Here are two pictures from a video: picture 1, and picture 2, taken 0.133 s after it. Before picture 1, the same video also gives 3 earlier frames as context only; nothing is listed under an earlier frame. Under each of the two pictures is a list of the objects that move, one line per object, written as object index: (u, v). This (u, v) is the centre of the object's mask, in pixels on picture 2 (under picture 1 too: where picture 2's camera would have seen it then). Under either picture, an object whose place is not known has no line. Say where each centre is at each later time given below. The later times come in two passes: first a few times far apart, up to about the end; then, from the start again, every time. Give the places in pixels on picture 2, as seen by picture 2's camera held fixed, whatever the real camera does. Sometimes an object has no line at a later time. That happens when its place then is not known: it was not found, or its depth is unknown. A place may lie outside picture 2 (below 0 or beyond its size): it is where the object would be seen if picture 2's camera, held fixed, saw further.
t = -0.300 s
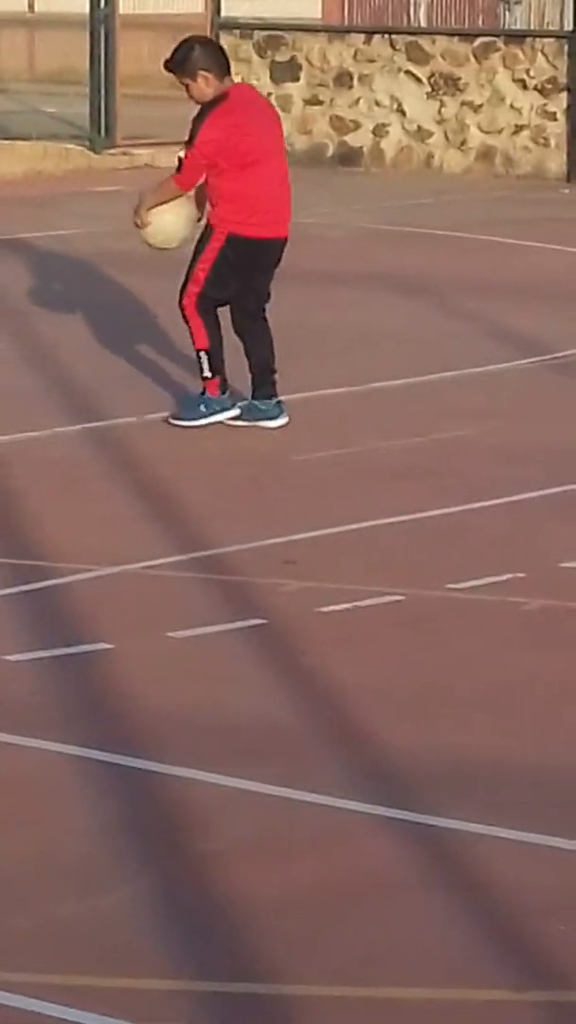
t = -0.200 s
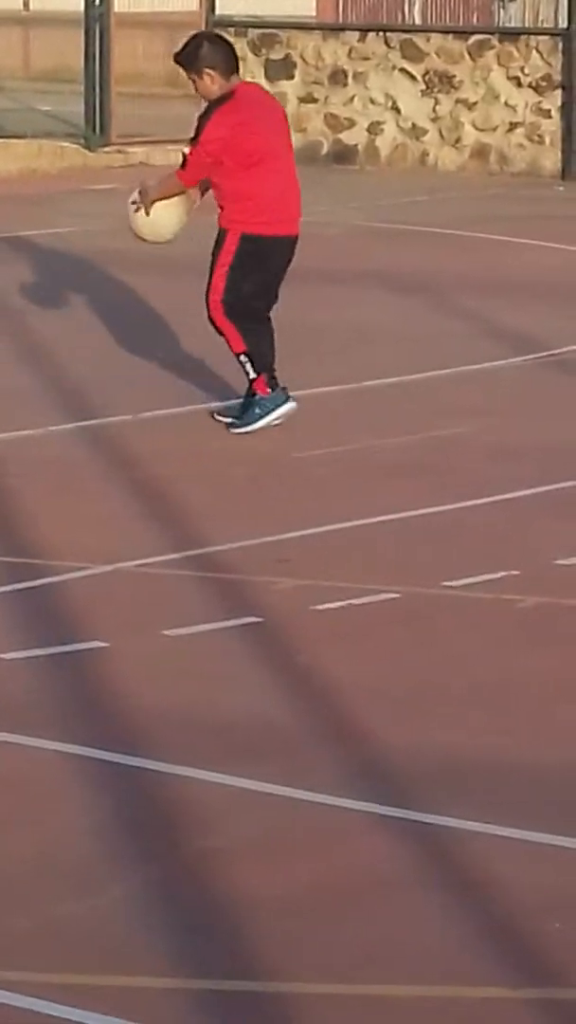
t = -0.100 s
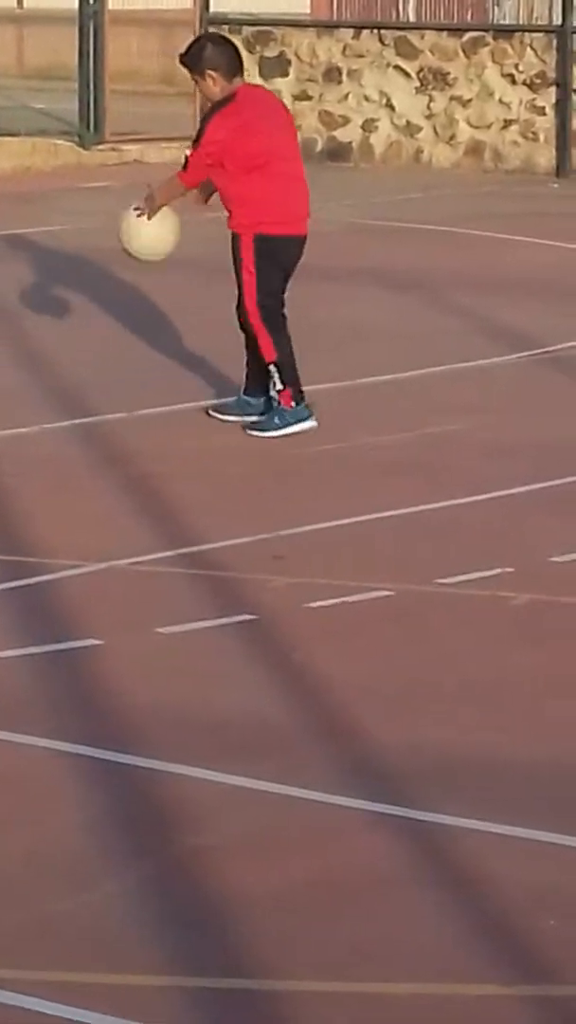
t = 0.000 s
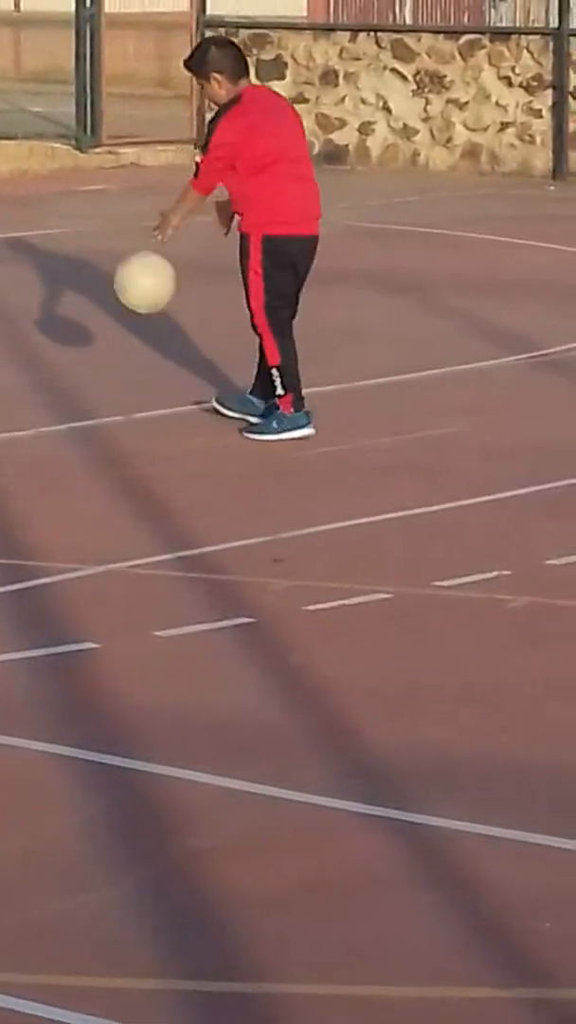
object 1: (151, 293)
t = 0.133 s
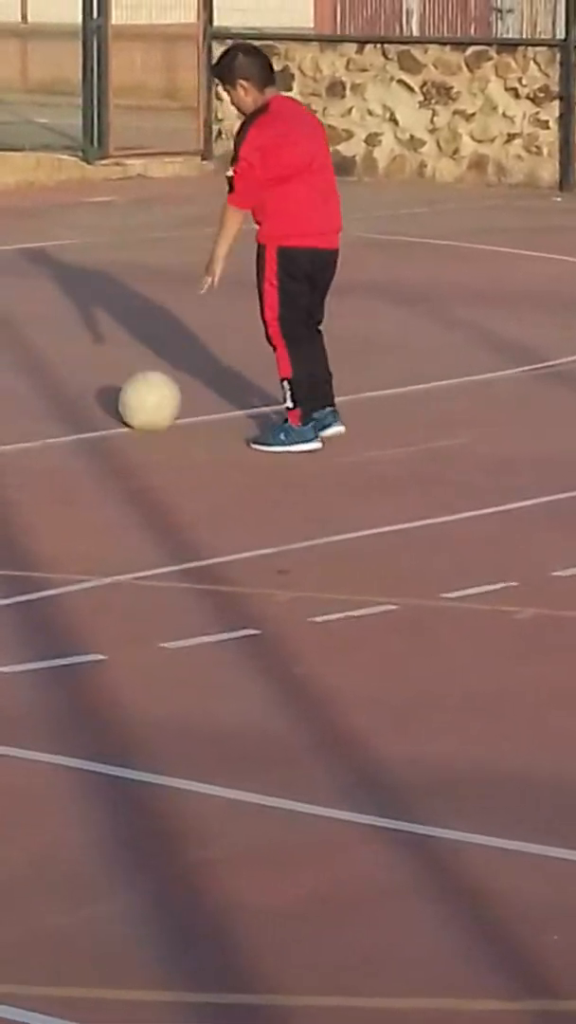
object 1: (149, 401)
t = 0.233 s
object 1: (157, 343)
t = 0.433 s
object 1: (169, 301)
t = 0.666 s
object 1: (185, 394)
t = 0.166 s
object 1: (151, 383)
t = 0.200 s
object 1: (154, 362)
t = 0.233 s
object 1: (157, 343)
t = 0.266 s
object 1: (159, 329)
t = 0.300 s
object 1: (161, 317)
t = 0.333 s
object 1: (163, 309)
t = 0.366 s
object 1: (165, 304)
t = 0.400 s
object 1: (167, 301)
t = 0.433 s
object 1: (169, 301)
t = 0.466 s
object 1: (171, 305)
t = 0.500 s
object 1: (174, 312)
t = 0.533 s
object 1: (176, 322)
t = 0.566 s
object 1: (179, 335)
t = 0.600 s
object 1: (181, 351)
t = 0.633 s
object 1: (183, 371)
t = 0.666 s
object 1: (185, 394)
